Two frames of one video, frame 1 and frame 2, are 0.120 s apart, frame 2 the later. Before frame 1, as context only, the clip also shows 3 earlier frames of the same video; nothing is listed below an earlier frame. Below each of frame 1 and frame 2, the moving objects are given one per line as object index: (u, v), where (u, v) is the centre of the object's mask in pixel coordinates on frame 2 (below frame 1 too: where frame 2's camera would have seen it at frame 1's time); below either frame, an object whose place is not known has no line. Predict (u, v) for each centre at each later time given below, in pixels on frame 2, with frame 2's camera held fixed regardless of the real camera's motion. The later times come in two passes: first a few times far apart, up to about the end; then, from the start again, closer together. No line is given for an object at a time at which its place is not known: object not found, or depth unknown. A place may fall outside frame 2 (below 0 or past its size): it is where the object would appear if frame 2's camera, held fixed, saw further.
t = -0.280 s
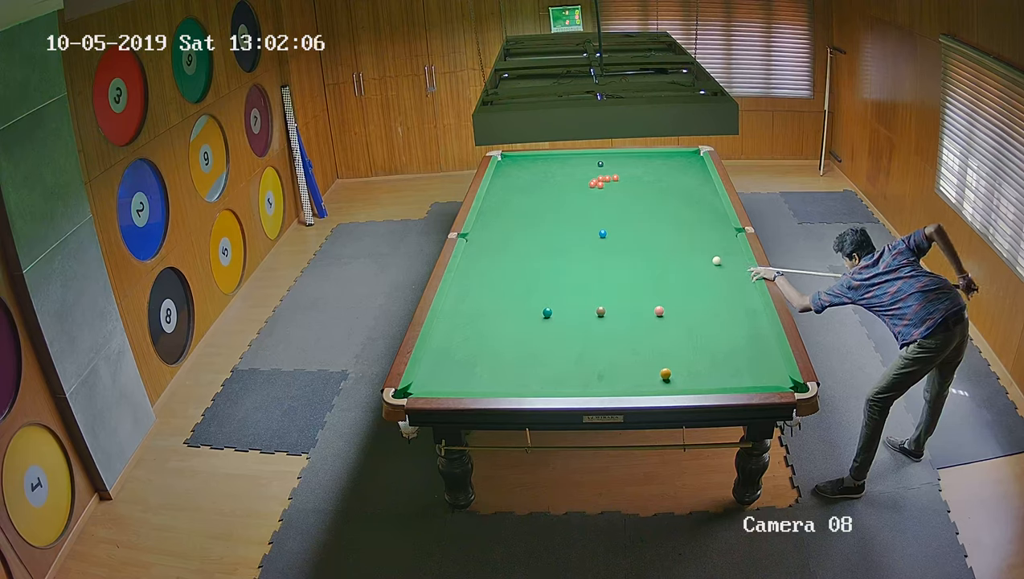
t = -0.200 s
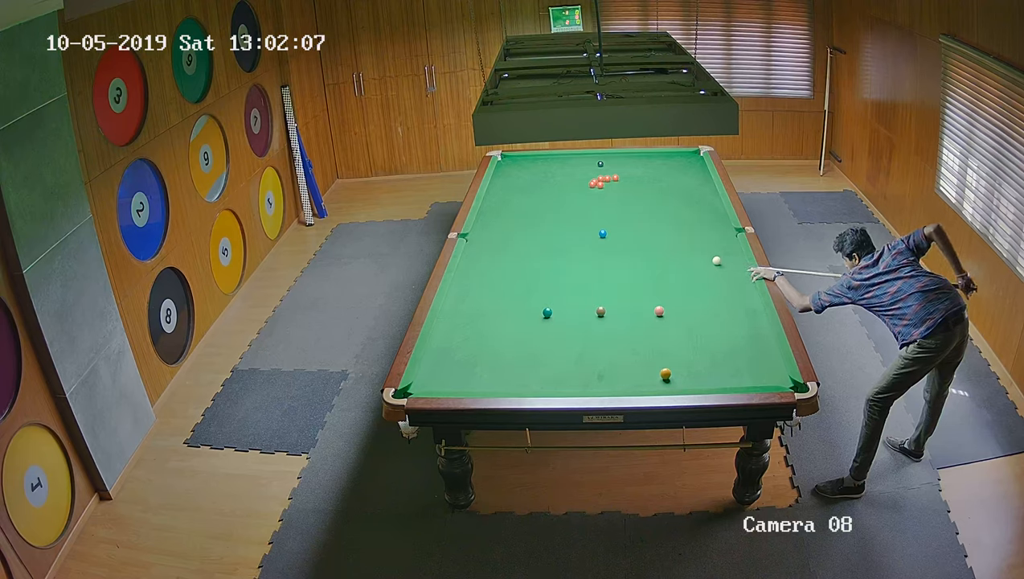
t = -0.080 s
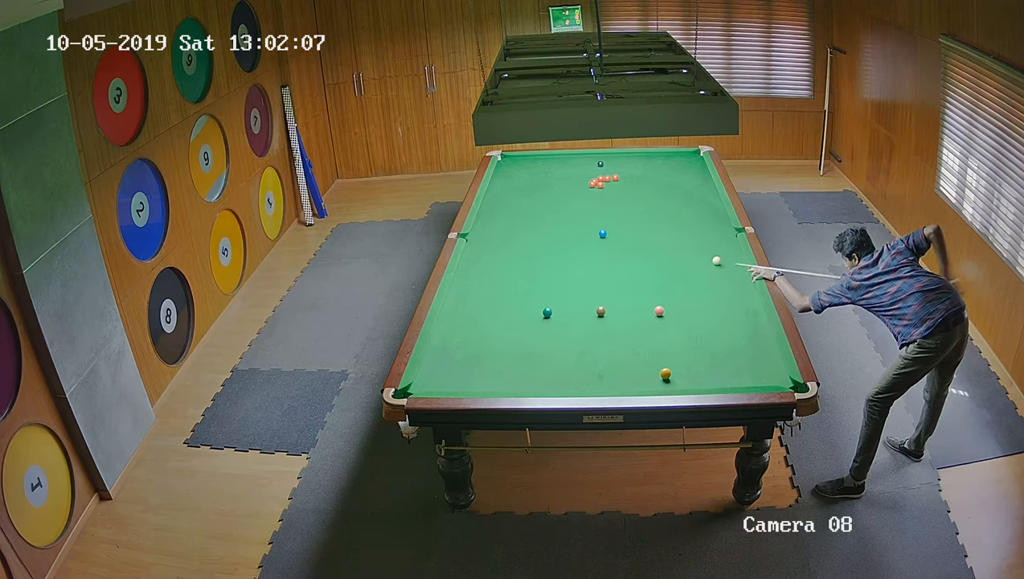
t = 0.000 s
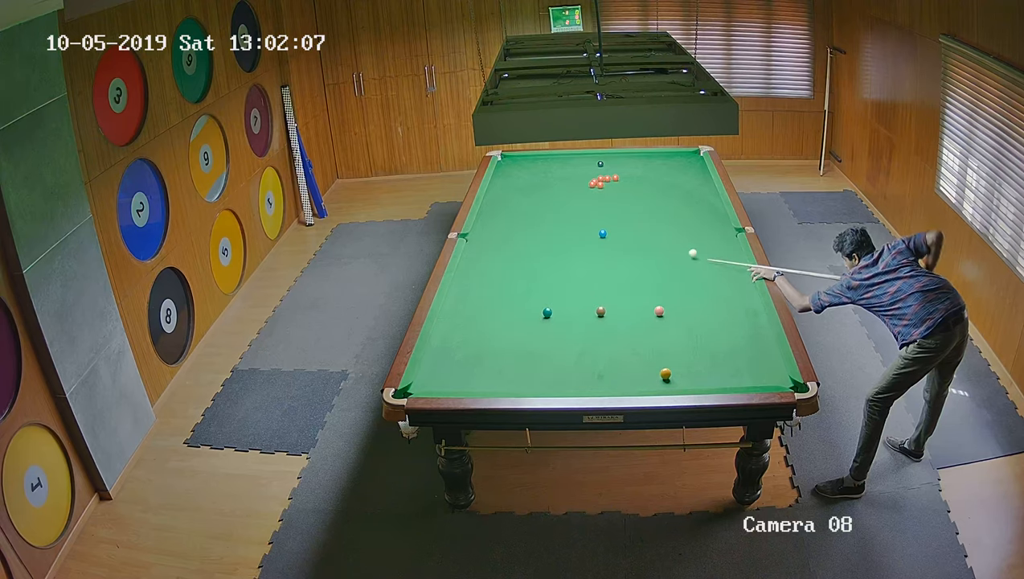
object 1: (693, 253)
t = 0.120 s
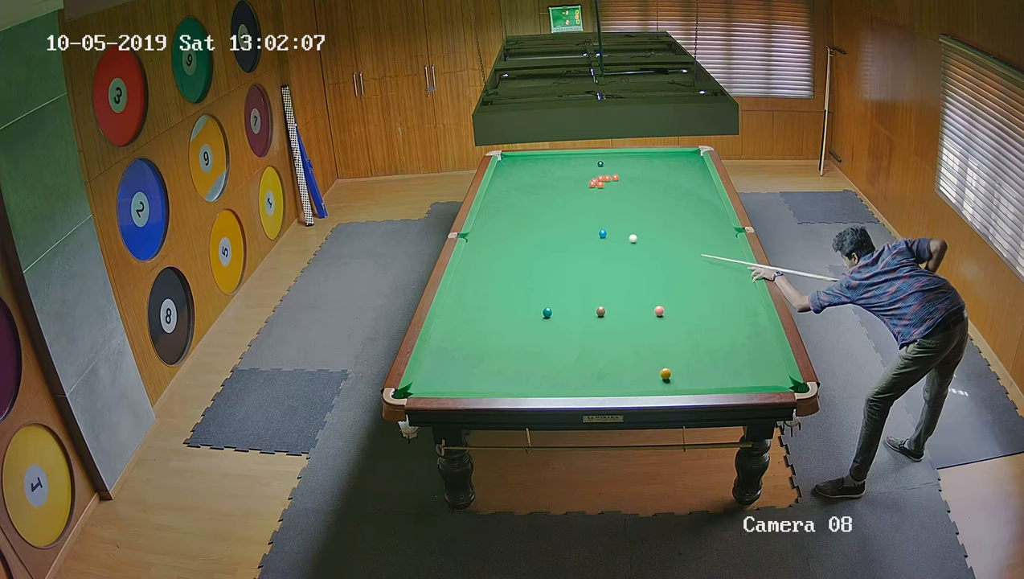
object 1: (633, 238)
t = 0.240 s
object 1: (607, 225)
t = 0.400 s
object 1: (600, 210)
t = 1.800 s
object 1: (512, 158)
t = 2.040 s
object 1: (502, 162)
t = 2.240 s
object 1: (501, 165)
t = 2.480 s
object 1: (505, 167)
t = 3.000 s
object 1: (511, 172)
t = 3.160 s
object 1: (513, 173)
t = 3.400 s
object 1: (516, 175)
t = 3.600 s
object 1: (518, 176)
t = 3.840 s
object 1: (520, 178)
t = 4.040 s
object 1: (521, 179)
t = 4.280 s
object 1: (523, 180)
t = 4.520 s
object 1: (525, 180)
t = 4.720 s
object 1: (526, 181)
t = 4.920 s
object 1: (526, 181)
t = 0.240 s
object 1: (607, 225)
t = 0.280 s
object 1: (605, 221)
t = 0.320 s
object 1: (603, 217)
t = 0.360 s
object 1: (602, 214)
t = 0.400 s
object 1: (600, 210)
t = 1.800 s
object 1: (512, 158)
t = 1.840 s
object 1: (510, 159)
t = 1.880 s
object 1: (508, 159)
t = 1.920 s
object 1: (507, 160)
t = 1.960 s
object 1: (505, 161)
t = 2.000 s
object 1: (504, 161)
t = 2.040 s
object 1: (502, 162)
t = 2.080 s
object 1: (500, 163)
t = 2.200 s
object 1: (500, 164)
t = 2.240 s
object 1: (501, 165)
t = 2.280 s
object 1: (501, 165)
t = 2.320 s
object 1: (502, 166)
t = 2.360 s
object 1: (503, 166)
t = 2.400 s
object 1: (503, 166)
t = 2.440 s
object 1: (504, 167)
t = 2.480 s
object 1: (505, 167)
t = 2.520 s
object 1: (505, 167)
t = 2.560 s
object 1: (506, 168)
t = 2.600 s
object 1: (506, 168)
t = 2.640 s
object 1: (507, 169)
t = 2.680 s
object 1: (507, 169)
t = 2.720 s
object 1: (508, 169)
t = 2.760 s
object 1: (508, 170)
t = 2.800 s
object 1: (509, 170)
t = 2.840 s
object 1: (509, 170)
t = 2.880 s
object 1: (510, 171)
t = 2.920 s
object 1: (510, 171)
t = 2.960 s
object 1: (511, 171)
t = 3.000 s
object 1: (511, 172)
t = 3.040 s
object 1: (512, 172)
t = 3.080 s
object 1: (512, 172)
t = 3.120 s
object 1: (513, 173)
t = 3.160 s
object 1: (513, 173)
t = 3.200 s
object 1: (514, 173)
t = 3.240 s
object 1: (514, 173)
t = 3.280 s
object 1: (514, 174)
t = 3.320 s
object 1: (515, 174)
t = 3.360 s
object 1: (515, 174)
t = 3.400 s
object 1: (516, 175)
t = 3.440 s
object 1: (516, 175)
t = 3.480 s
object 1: (517, 175)
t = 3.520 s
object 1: (517, 175)
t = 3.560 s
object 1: (518, 176)
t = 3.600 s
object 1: (518, 176)
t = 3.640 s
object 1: (518, 176)
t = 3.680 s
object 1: (518, 177)
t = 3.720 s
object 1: (519, 177)
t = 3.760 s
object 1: (519, 177)
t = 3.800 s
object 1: (520, 177)
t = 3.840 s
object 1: (520, 178)
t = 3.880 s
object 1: (520, 178)
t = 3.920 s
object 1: (520, 178)
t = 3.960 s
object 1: (521, 178)
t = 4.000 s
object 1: (521, 178)
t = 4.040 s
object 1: (521, 179)
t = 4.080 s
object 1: (522, 179)
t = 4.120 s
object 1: (522, 179)
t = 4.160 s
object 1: (522, 179)
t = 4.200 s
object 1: (523, 179)
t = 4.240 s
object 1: (523, 179)
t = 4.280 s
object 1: (523, 180)
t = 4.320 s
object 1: (523, 180)
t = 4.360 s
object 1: (524, 180)
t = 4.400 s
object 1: (524, 180)
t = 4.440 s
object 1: (525, 180)
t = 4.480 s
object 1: (525, 180)
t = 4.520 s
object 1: (525, 180)
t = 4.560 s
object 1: (525, 180)
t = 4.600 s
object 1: (525, 181)
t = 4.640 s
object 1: (525, 181)
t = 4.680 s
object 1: (525, 181)
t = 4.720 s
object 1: (526, 181)
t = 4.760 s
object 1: (526, 181)
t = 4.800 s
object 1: (526, 181)
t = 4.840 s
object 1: (526, 181)
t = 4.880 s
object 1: (526, 181)
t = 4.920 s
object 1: (526, 181)
